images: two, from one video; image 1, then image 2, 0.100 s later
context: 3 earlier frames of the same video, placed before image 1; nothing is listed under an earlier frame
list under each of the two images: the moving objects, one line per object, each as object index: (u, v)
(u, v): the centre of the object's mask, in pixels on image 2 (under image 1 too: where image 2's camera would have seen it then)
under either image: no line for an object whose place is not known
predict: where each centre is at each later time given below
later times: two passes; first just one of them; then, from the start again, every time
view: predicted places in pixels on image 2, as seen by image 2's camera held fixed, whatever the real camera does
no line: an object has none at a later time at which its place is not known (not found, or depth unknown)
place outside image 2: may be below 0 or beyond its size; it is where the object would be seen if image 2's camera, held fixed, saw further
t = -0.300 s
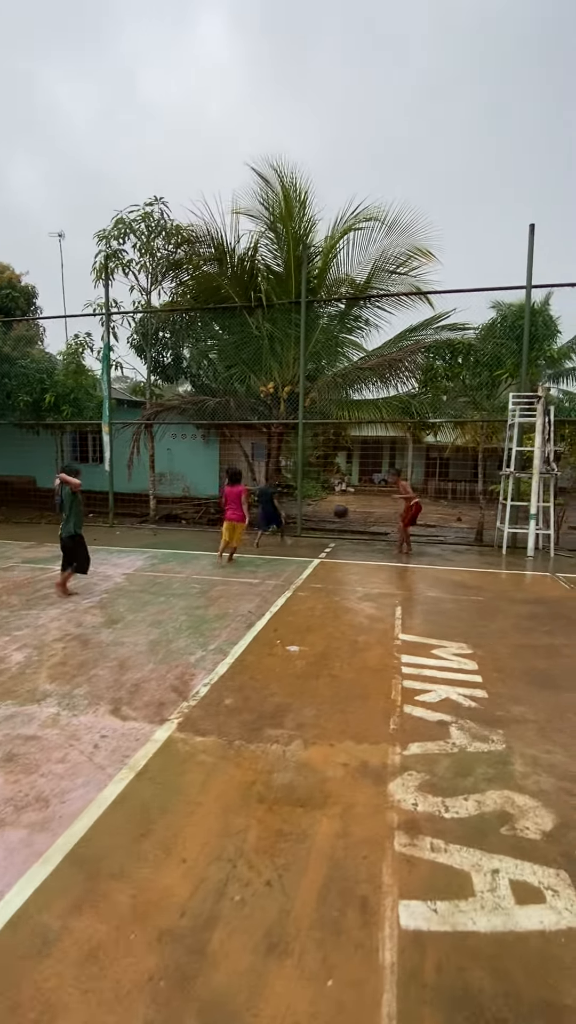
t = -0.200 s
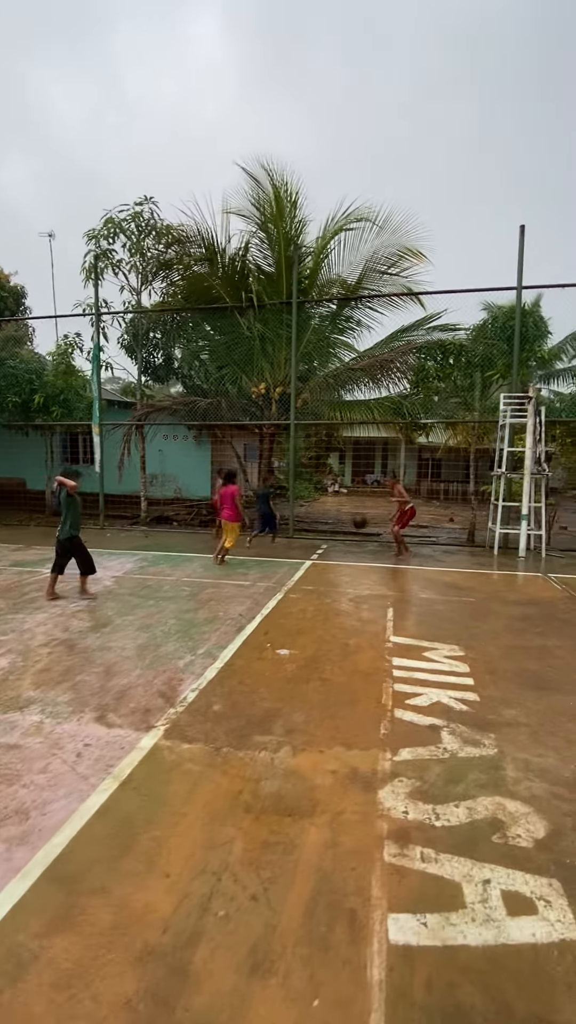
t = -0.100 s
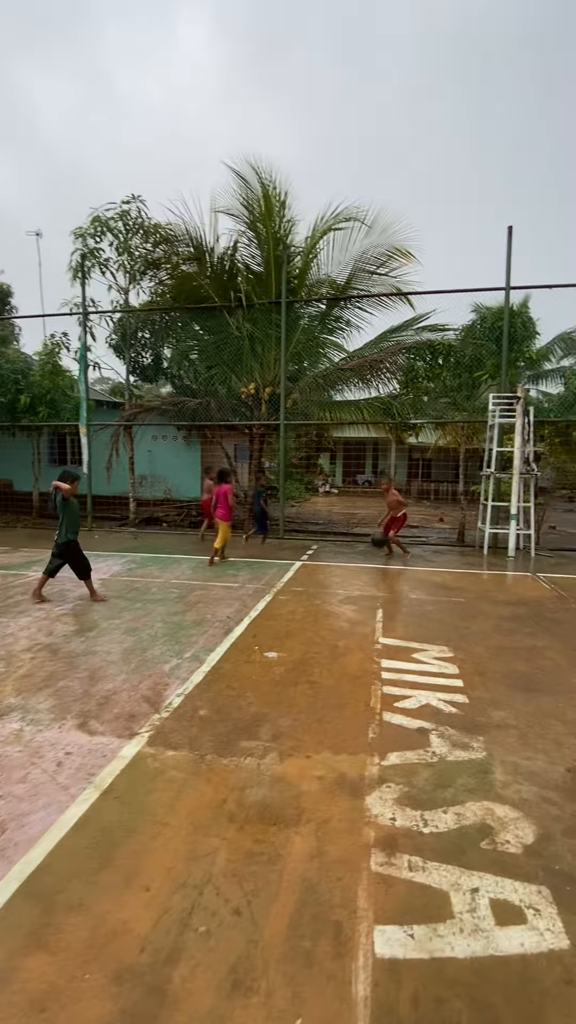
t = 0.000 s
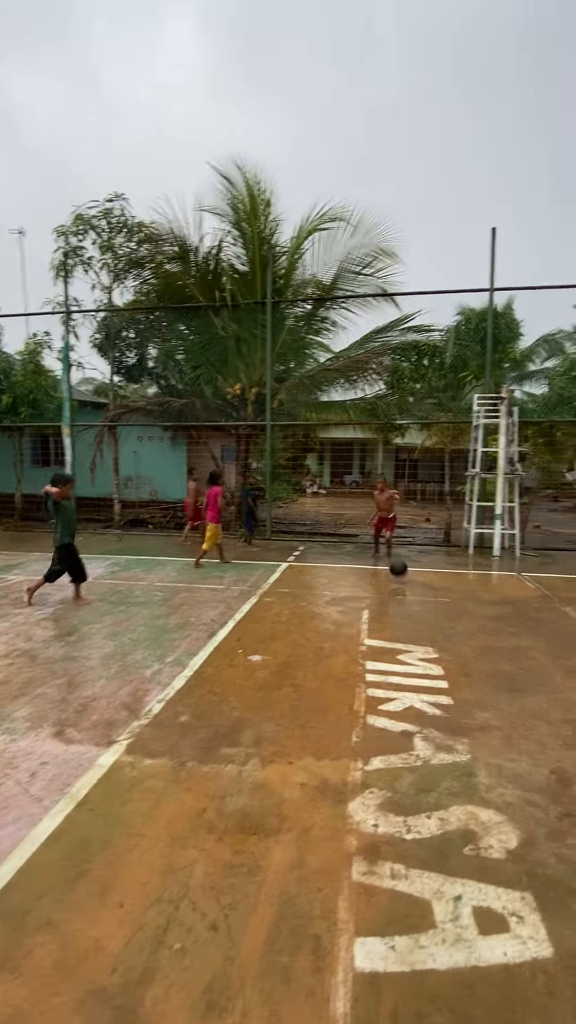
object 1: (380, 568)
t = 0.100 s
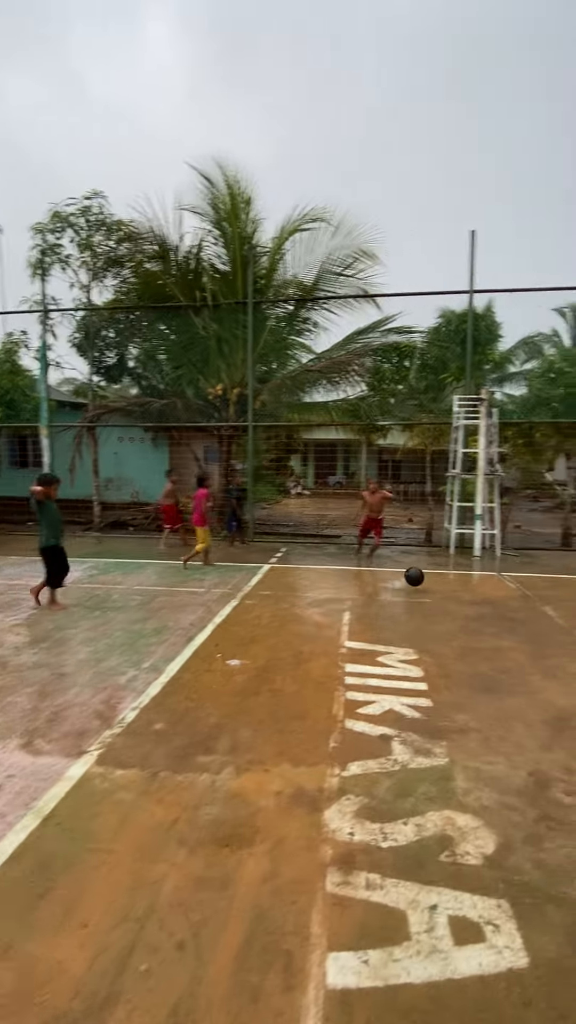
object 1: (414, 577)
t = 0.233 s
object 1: (464, 579)
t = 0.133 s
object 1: (426, 576)
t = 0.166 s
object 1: (438, 576)
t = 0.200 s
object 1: (450, 577)
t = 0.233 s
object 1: (464, 579)
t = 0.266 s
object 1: (477, 582)
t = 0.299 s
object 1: (492, 586)
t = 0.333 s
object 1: (507, 592)
